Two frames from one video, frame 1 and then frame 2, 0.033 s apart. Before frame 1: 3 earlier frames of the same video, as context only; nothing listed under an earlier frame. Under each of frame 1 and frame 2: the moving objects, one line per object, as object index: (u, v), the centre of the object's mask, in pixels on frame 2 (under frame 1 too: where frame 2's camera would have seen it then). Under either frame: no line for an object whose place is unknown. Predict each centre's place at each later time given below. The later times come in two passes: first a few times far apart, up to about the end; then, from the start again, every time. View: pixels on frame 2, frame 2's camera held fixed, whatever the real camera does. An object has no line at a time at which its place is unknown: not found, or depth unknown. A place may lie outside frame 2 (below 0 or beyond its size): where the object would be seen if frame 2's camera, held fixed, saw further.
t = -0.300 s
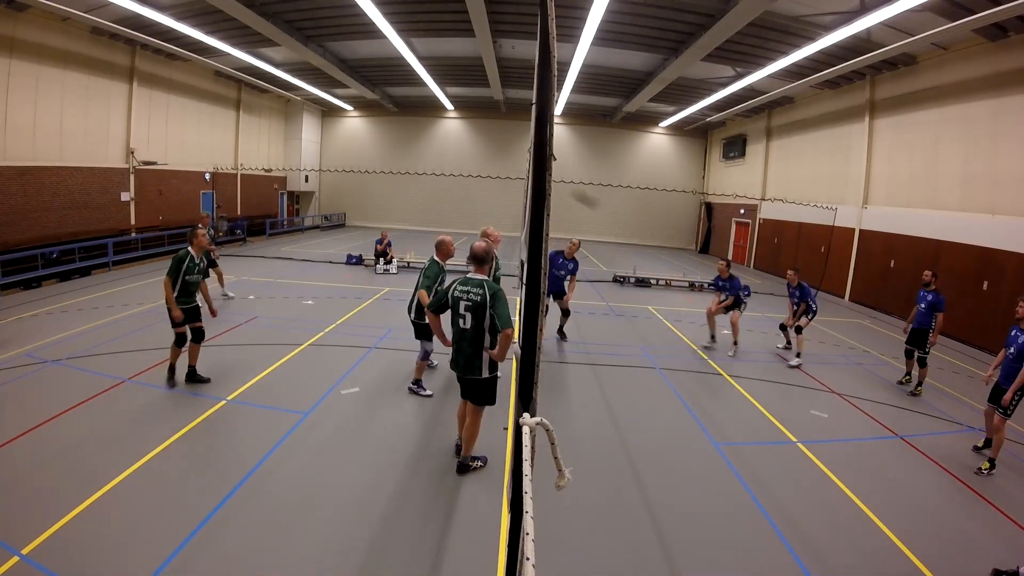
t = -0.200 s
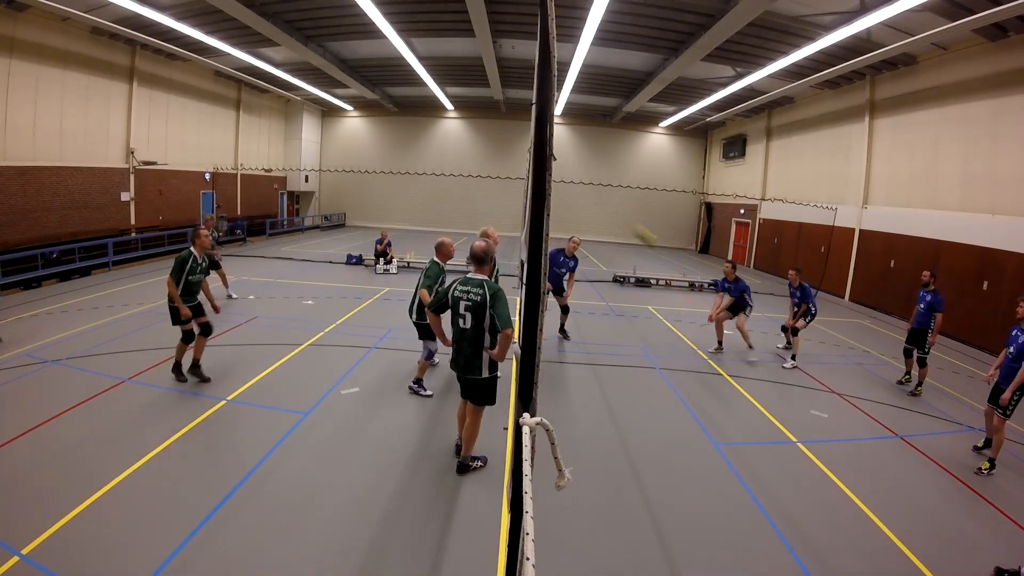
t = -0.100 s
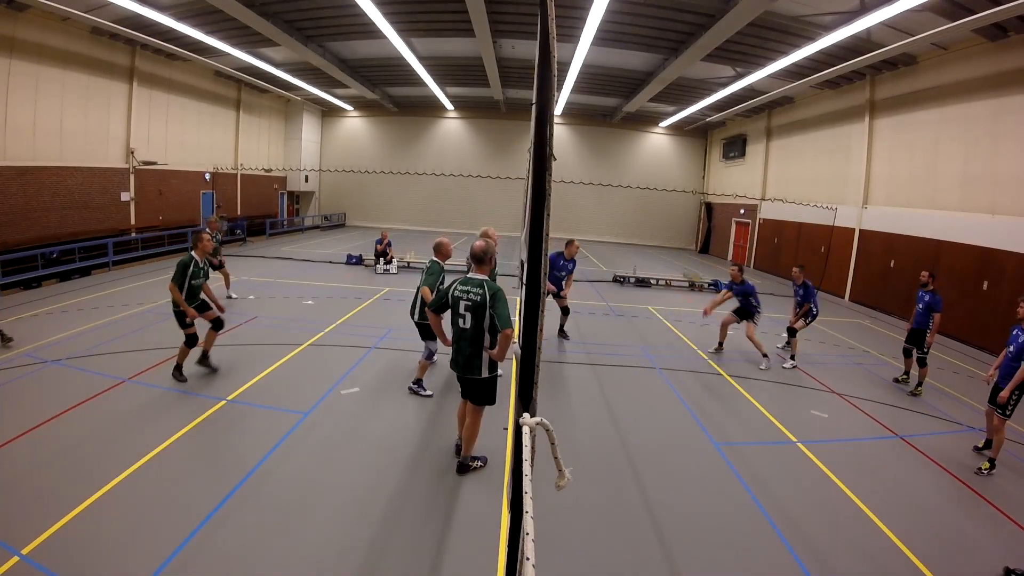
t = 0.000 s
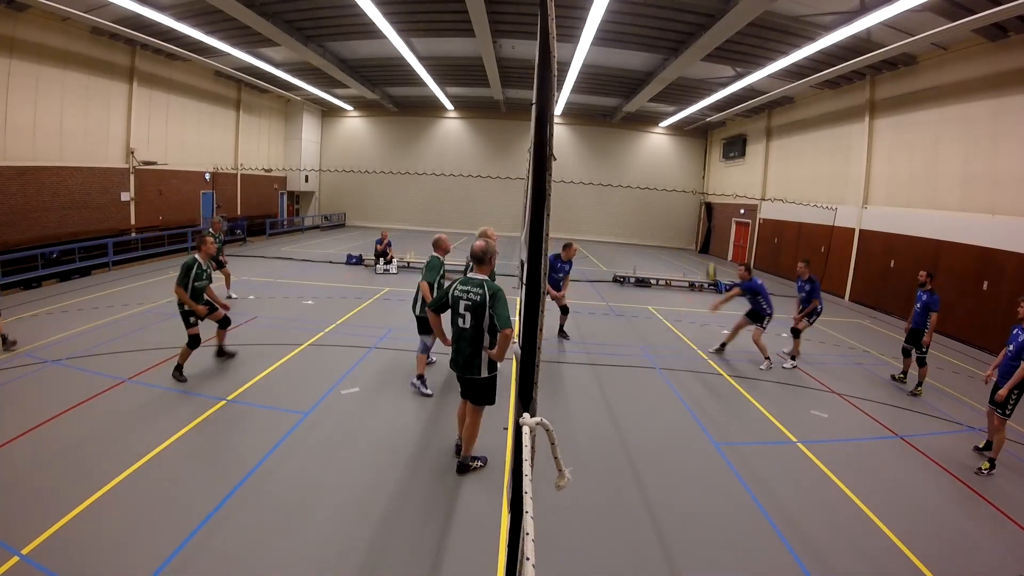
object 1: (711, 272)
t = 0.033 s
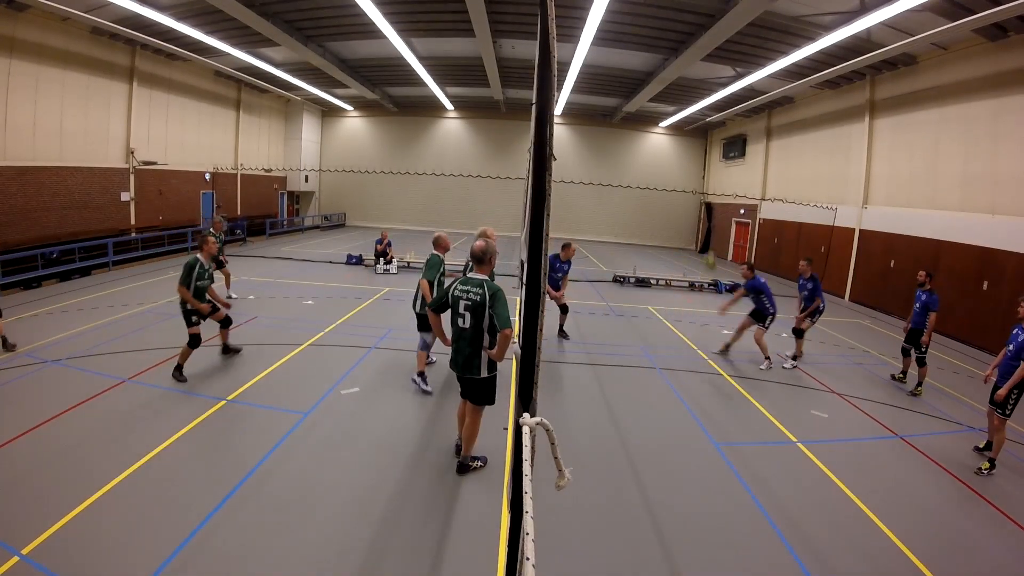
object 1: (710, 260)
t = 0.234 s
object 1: (703, 207)
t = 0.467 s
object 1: (688, 168)
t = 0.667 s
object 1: (673, 163)
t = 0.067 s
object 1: (709, 248)
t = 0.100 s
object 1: (707, 239)
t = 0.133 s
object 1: (706, 227)
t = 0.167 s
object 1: (706, 219)
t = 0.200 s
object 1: (706, 212)
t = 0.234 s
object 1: (703, 207)
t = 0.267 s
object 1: (700, 198)
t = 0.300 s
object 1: (698, 189)
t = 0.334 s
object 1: (696, 184)
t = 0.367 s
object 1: (694, 178)
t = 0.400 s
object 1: (693, 174)
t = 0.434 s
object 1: (690, 171)
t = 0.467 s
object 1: (688, 168)
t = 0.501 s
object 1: (686, 165)
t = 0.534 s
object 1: (683, 163)
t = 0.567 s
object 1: (681, 162)
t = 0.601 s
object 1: (678, 162)
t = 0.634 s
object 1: (676, 162)
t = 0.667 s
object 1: (673, 163)
